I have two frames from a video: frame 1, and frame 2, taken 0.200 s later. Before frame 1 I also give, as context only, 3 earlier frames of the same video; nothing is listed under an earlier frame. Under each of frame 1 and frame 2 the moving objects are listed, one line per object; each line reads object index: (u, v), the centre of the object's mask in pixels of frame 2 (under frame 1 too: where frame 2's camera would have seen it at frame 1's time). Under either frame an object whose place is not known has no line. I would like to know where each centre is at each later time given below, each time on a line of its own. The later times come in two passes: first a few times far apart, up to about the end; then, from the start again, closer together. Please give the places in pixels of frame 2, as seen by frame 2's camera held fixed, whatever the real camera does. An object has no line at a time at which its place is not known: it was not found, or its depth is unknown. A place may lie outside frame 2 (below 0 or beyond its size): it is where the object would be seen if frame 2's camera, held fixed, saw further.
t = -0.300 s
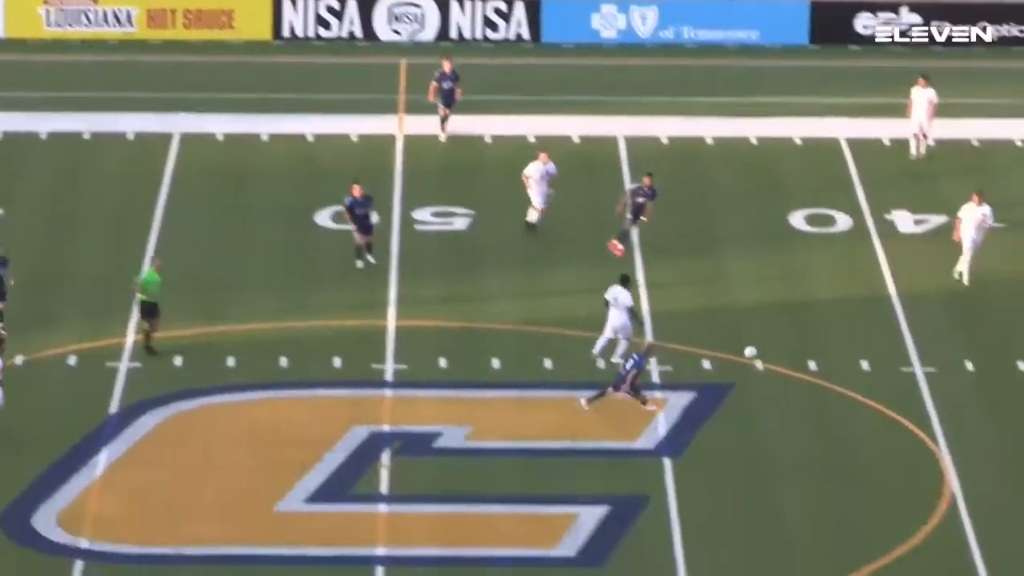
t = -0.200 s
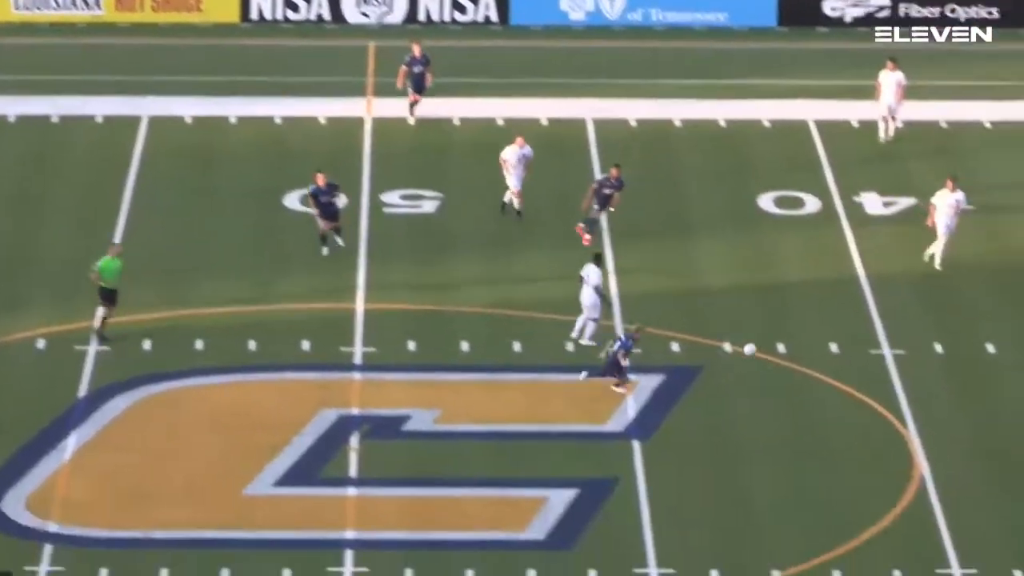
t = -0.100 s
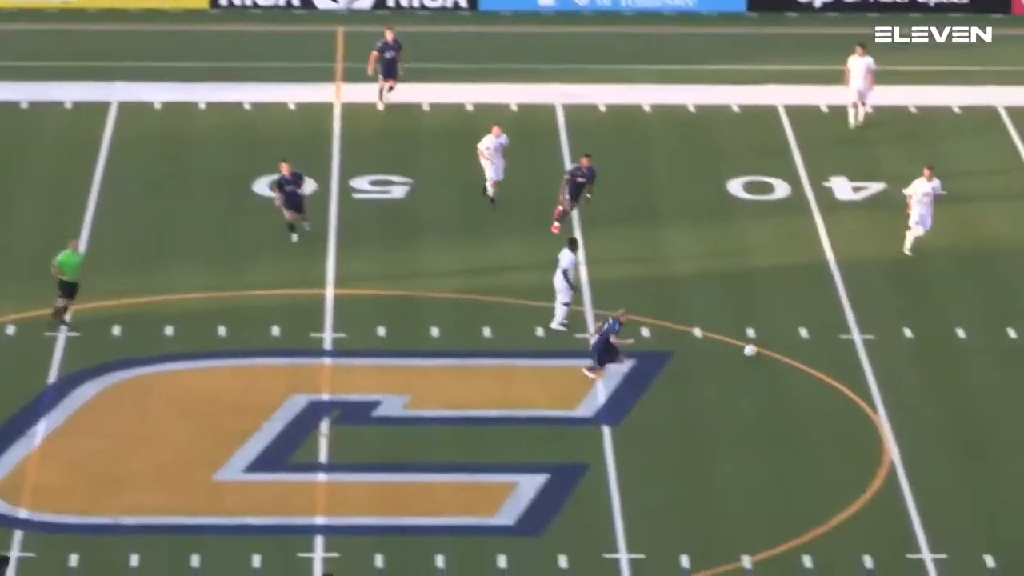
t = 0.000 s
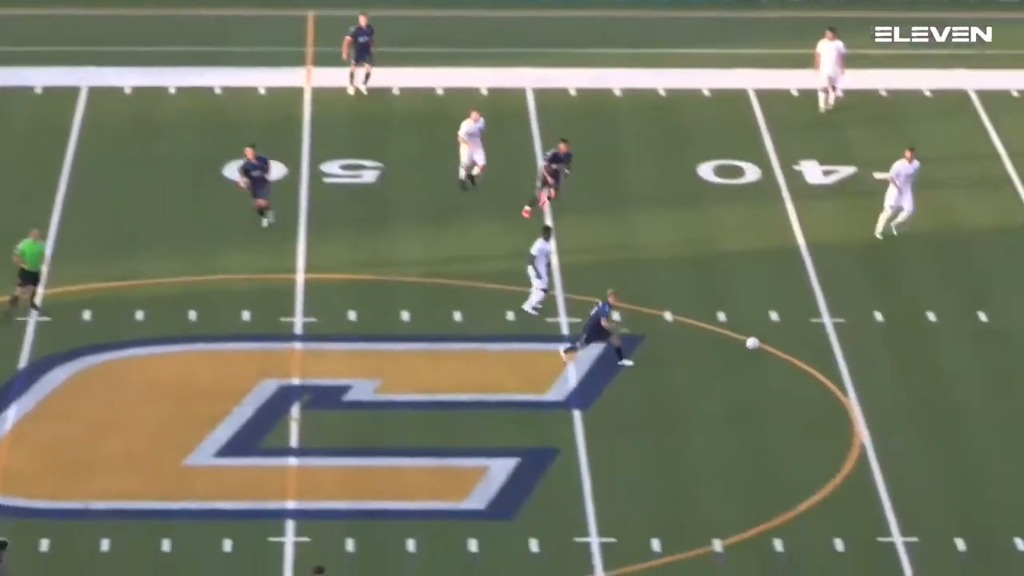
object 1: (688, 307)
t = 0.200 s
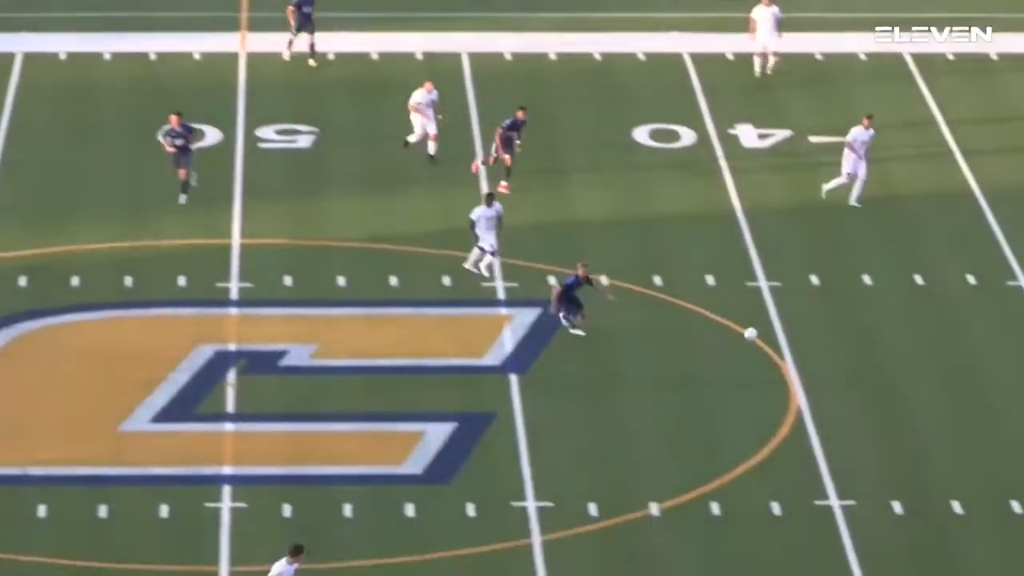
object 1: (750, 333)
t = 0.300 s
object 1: (781, 343)
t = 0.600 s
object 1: (874, 386)
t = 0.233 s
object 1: (761, 336)
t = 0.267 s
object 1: (771, 339)
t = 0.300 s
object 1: (781, 343)
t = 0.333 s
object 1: (792, 348)
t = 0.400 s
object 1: (812, 360)
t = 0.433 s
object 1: (823, 366)
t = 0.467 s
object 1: (833, 369)
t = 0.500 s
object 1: (843, 372)
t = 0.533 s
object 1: (854, 375)
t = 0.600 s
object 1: (874, 386)
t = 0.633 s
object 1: (884, 392)
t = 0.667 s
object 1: (894, 396)
